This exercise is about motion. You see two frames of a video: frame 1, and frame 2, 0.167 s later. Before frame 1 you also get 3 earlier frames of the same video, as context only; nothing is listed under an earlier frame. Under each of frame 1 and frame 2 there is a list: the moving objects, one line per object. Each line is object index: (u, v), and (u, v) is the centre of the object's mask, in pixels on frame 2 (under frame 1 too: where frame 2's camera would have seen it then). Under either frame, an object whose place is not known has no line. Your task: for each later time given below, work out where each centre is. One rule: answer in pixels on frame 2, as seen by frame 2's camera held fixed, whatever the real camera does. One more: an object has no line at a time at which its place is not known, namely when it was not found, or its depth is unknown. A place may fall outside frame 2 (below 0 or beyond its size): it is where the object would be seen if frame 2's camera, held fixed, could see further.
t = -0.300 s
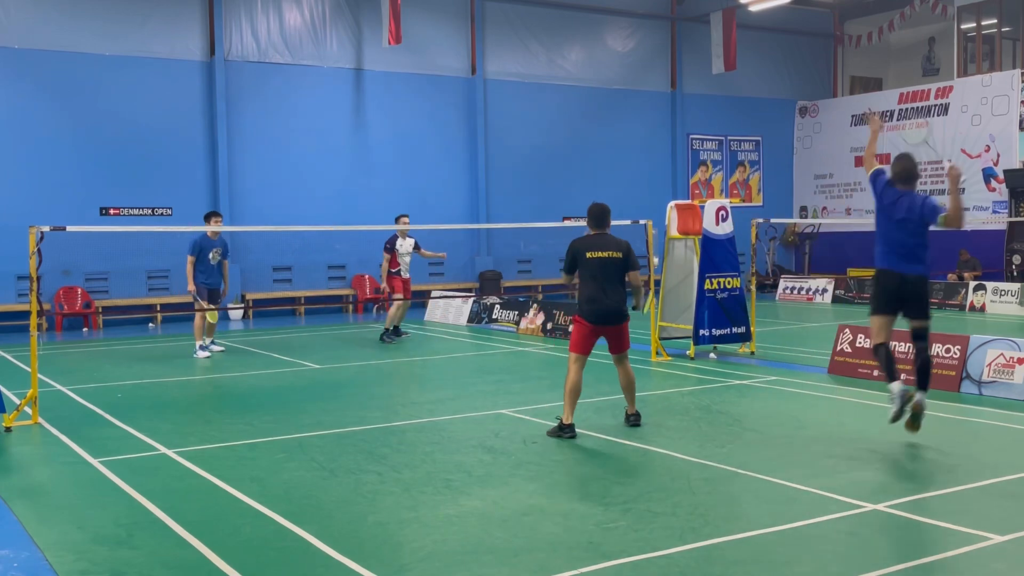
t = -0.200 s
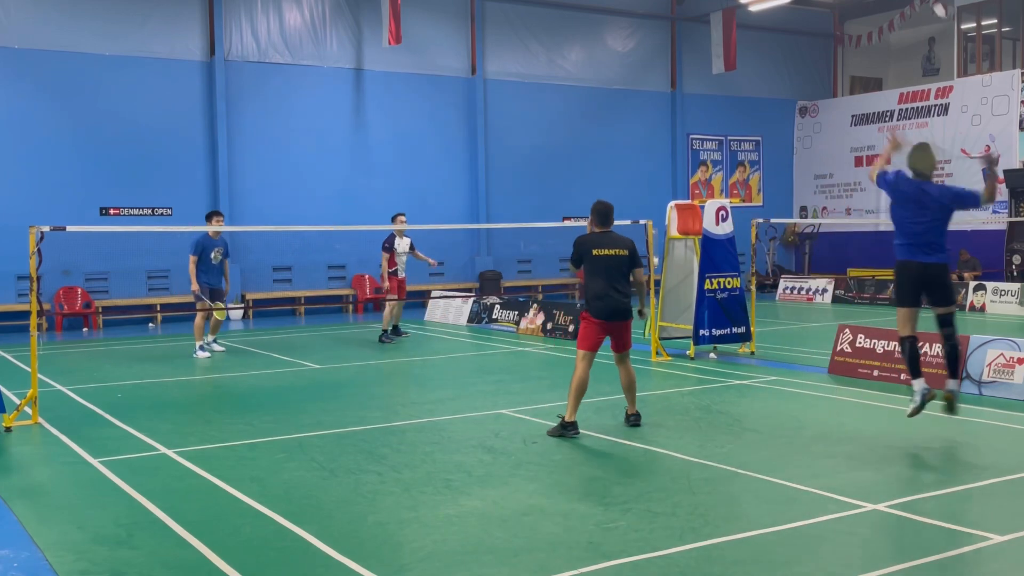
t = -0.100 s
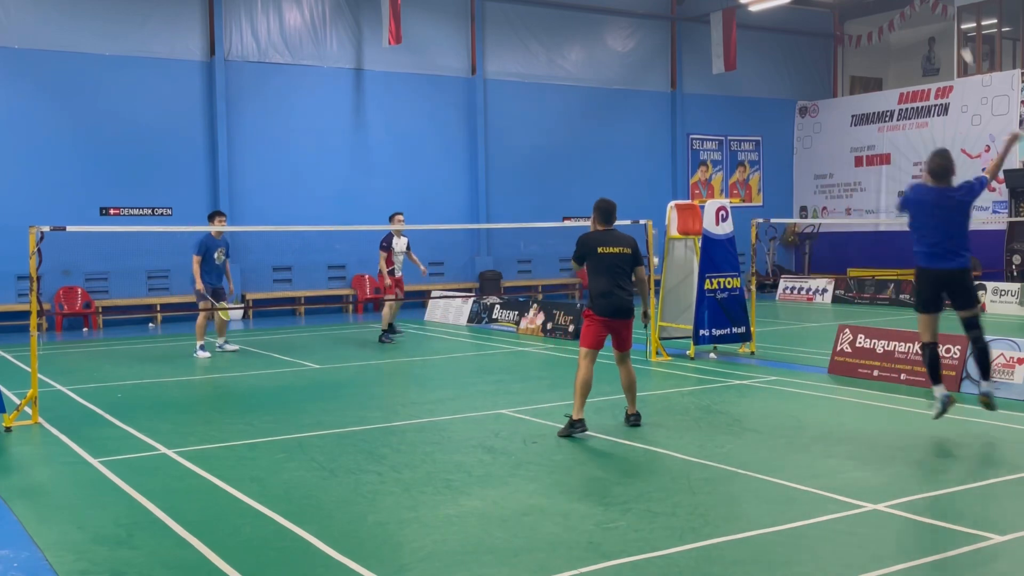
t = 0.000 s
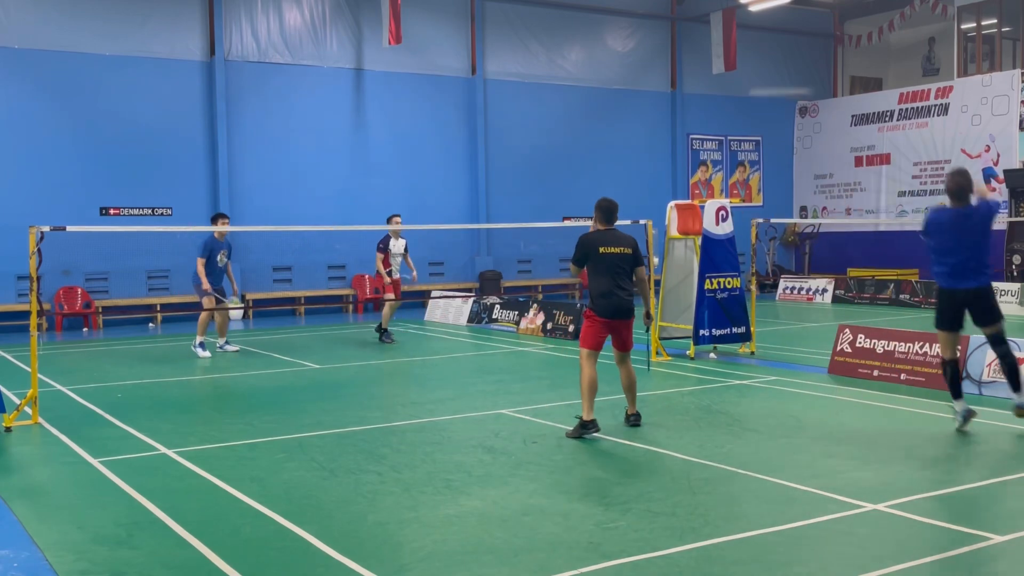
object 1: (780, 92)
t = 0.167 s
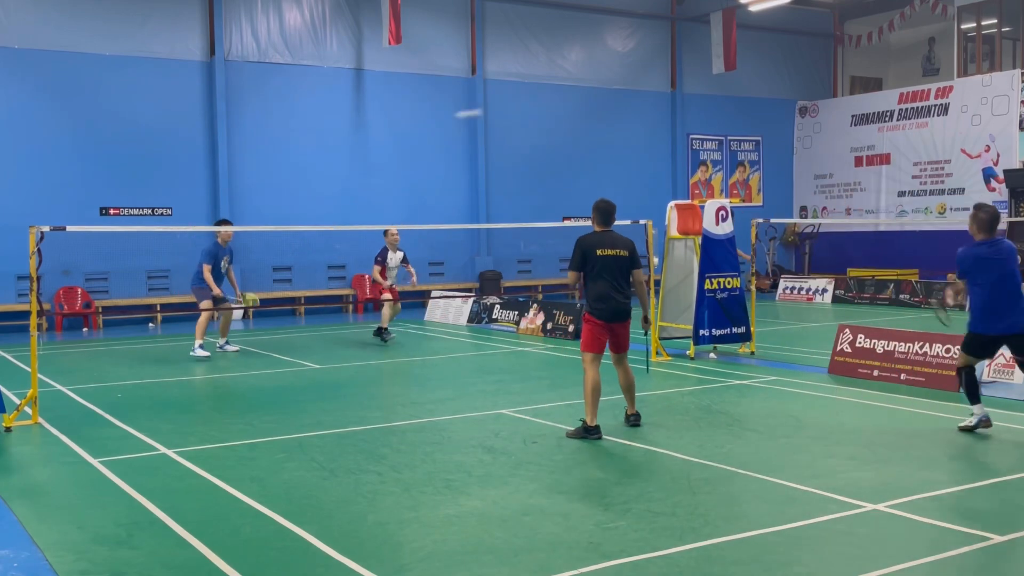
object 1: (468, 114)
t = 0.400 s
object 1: (274, 162)
